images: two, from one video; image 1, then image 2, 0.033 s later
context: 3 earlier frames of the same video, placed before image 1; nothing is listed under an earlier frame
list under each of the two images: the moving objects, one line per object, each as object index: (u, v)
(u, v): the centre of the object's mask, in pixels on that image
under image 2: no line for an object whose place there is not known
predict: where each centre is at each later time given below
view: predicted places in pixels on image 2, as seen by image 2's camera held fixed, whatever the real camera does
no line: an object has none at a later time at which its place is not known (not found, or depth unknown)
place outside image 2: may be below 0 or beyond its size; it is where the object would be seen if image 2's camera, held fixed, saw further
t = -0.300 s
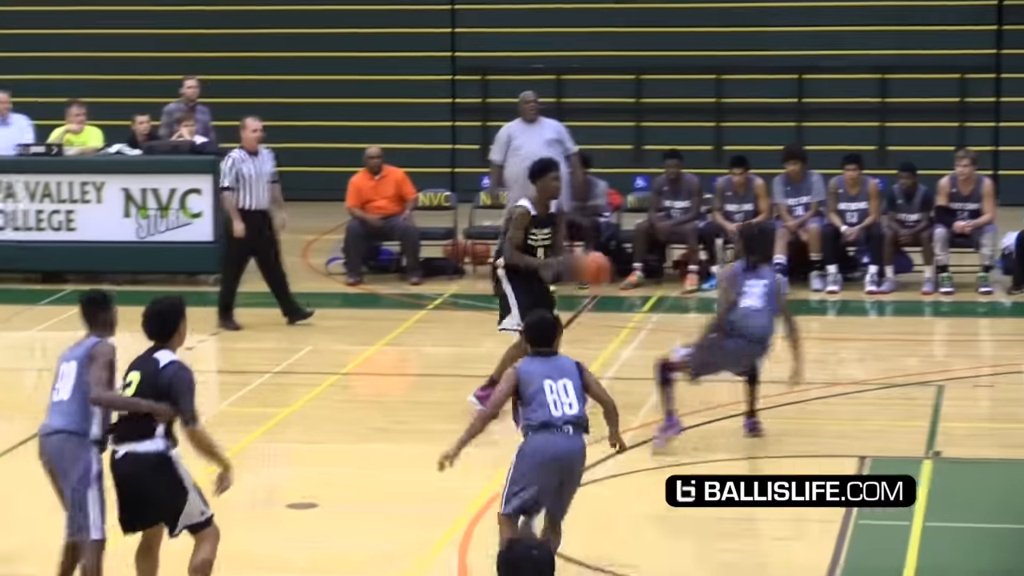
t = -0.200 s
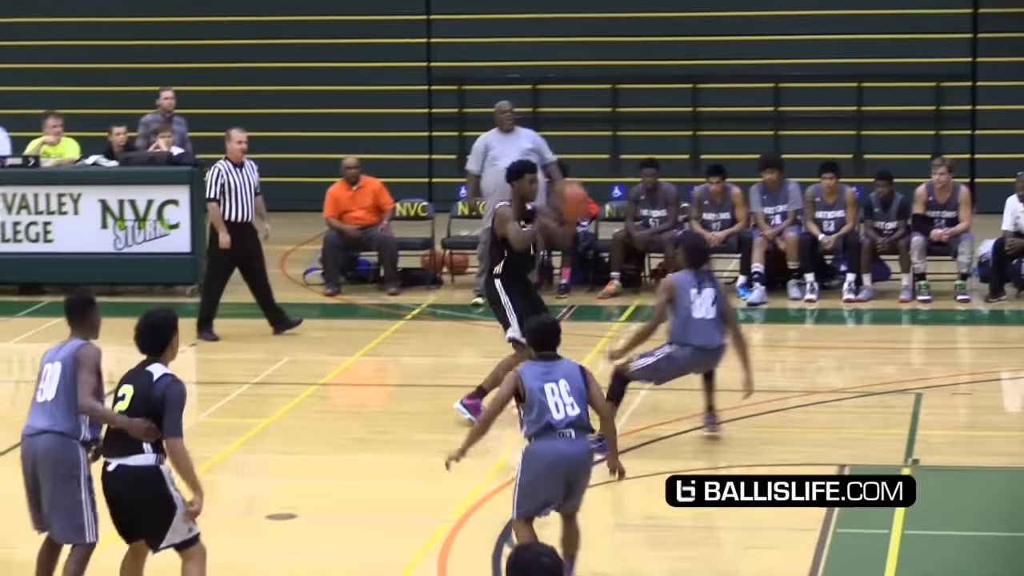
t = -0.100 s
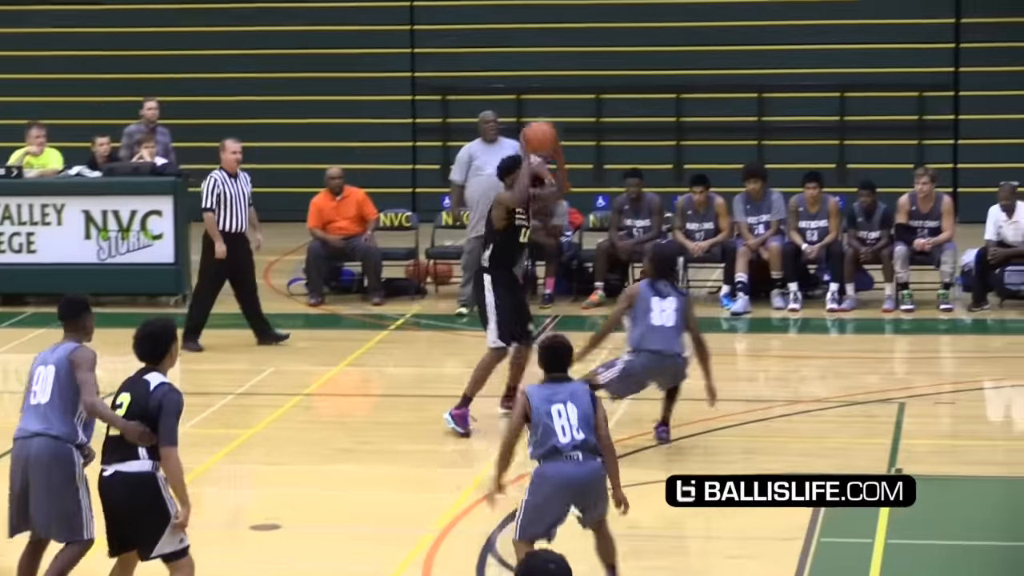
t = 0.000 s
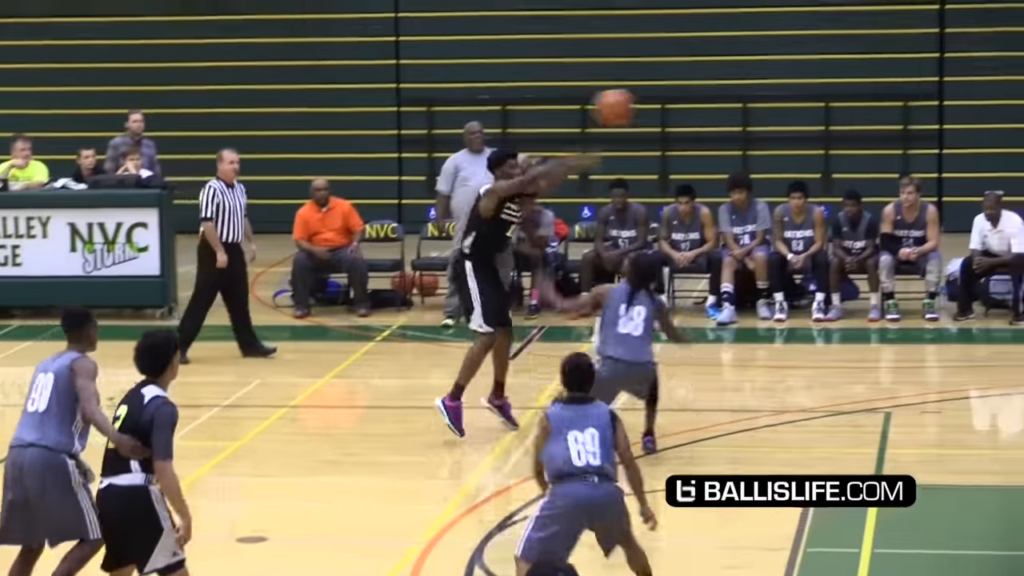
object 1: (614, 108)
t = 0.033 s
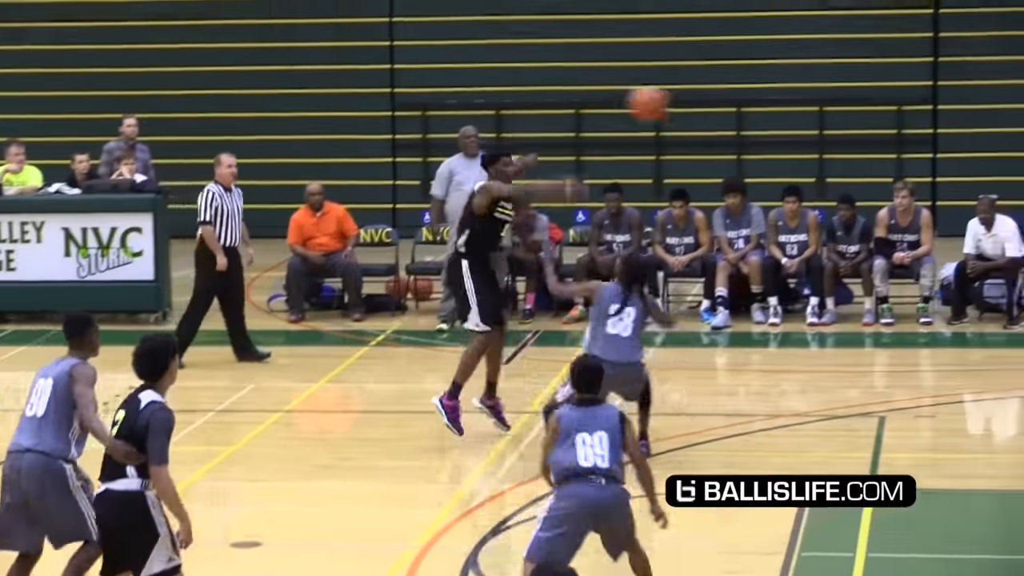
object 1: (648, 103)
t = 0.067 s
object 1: (688, 98)
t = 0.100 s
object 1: (730, 93)
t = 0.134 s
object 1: (772, 90)
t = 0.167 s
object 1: (815, 89)
